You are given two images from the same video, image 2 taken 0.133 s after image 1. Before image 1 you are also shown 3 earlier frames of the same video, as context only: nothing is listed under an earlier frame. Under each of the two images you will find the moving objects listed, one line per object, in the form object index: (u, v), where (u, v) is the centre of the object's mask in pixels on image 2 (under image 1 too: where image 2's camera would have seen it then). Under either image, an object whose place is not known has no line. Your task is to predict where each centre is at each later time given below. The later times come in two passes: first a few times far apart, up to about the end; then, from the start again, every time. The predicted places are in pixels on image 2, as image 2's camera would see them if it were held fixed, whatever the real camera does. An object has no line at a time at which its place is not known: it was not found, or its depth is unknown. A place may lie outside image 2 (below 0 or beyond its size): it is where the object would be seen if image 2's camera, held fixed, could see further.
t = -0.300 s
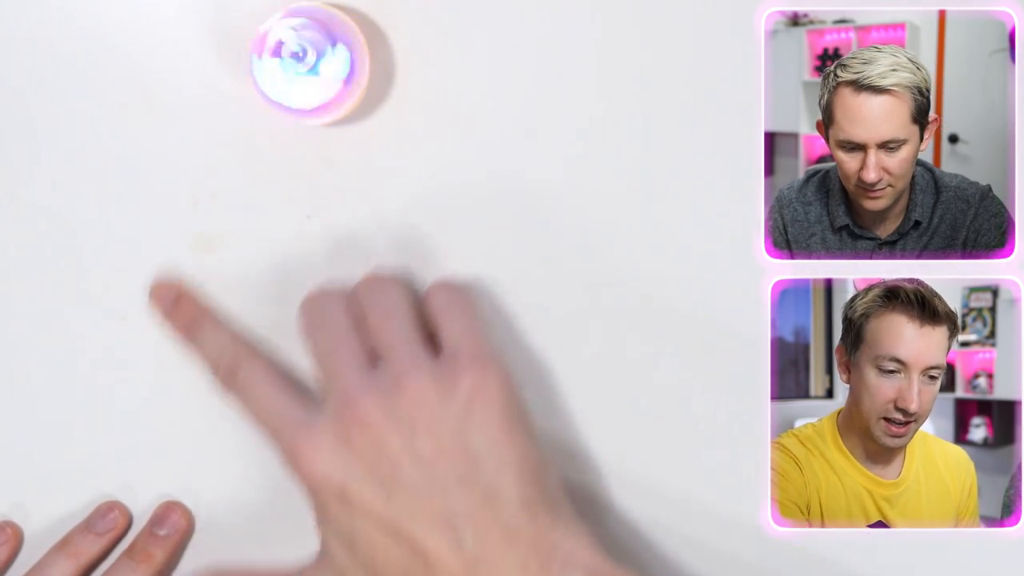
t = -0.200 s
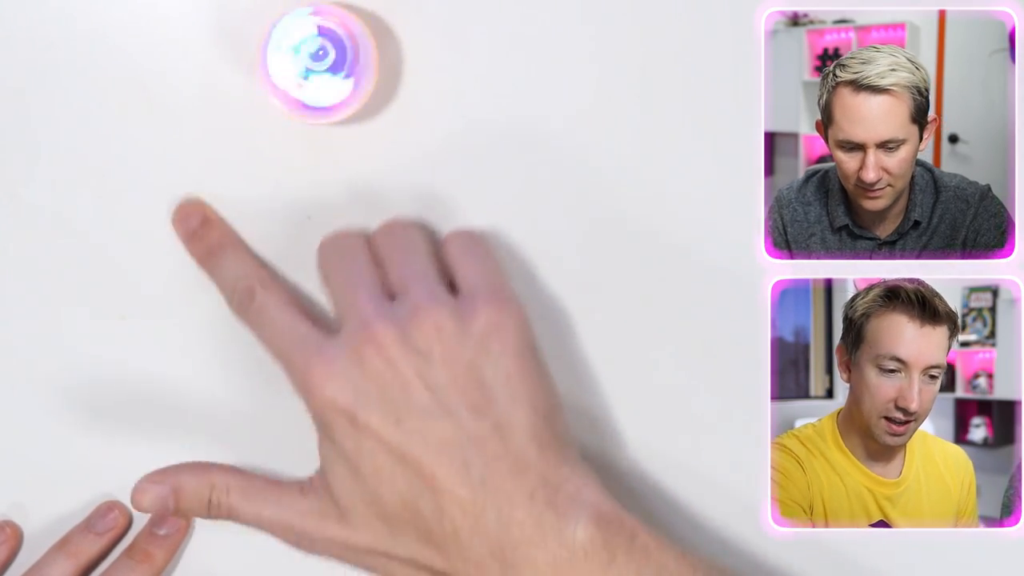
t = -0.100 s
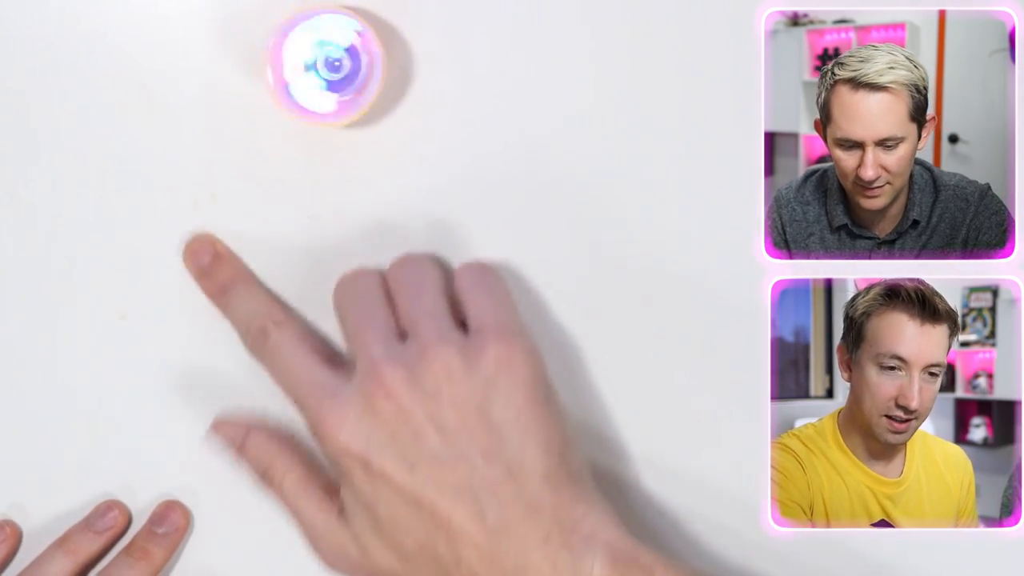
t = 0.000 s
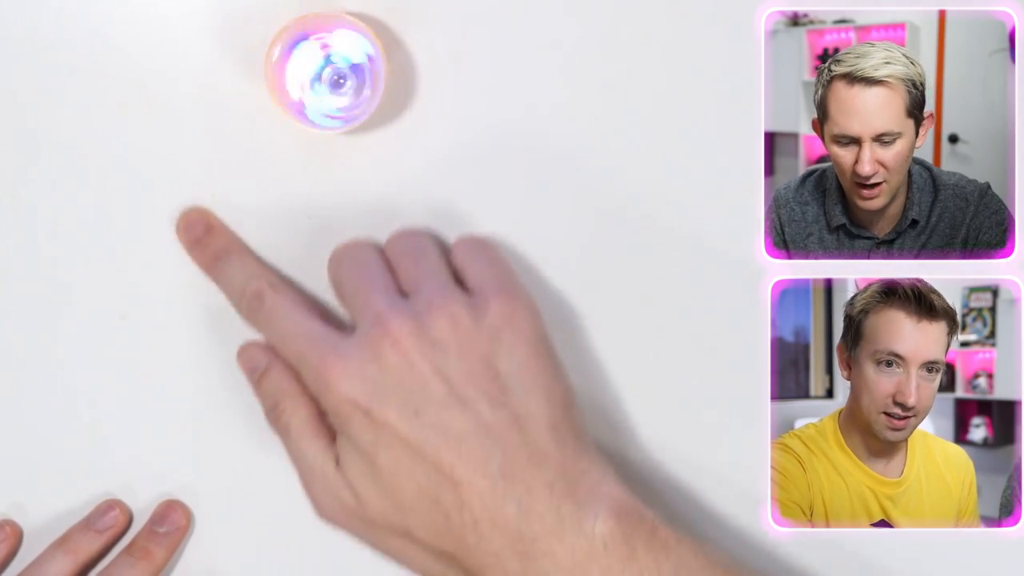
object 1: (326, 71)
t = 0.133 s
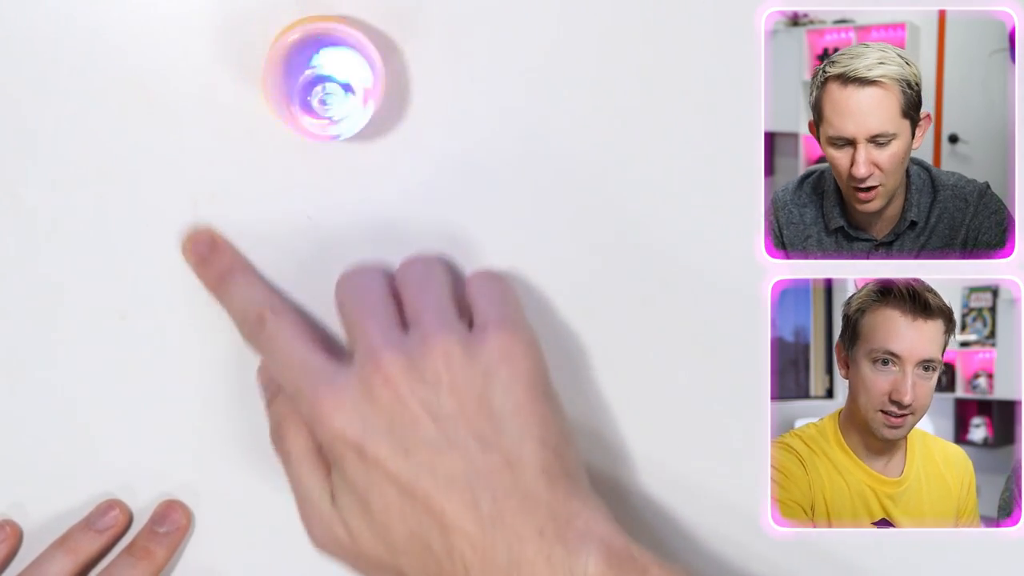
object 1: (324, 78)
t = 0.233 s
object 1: (320, 79)
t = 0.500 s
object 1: (317, 67)
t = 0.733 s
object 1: (333, 65)
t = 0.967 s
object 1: (339, 71)
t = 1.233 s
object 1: (334, 71)
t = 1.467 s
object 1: (338, 61)
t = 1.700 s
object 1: (348, 63)
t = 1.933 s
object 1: (340, 70)
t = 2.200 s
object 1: (335, 59)
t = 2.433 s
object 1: (349, 54)
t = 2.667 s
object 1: (354, 61)
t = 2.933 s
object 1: (342, 60)
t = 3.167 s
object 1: (354, 53)
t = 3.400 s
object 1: (363, 62)
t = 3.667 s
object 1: (351, 69)
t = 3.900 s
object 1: (353, 58)
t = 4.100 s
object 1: (364, 60)
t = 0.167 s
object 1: (323, 79)
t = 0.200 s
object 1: (321, 80)
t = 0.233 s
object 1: (320, 79)
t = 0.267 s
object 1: (318, 79)
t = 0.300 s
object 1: (317, 78)
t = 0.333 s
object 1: (315, 77)
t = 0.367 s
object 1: (315, 76)
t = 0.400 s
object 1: (314, 74)
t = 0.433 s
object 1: (315, 71)
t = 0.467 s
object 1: (315, 69)
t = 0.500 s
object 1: (317, 67)
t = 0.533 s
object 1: (319, 65)
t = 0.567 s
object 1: (321, 64)
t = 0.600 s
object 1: (324, 63)
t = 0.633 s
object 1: (327, 62)
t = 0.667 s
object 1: (329, 63)
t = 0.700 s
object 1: (331, 65)
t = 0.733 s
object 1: (333, 65)
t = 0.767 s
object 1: (334, 66)
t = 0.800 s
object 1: (336, 67)
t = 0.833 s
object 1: (337, 67)
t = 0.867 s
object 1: (338, 69)
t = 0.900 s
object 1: (339, 70)
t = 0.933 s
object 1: (340, 70)
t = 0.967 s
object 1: (339, 71)
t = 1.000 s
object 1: (338, 72)
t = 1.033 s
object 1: (337, 74)
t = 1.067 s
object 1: (337, 74)
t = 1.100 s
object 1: (336, 74)
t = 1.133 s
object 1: (336, 74)
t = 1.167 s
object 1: (335, 74)
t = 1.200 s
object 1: (335, 72)
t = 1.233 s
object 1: (334, 71)
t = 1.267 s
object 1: (334, 70)
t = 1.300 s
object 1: (334, 68)
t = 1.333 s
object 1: (335, 67)
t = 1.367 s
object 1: (335, 65)
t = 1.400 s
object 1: (336, 63)
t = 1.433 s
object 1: (336, 62)
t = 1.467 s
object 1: (338, 61)
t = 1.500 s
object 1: (340, 60)
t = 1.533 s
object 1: (340, 59)
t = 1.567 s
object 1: (342, 59)
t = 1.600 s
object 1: (344, 59)
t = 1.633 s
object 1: (346, 60)
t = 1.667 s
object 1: (347, 61)
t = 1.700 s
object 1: (348, 63)
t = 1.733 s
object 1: (348, 64)
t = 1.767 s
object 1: (348, 65)
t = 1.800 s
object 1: (348, 67)
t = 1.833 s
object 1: (346, 68)
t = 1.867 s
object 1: (344, 69)
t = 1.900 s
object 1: (342, 69)
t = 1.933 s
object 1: (340, 70)
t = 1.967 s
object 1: (339, 69)
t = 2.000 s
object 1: (337, 68)
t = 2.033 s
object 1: (336, 67)
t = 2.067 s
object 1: (334, 65)
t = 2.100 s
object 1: (334, 64)
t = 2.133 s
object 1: (333, 63)
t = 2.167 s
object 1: (334, 61)
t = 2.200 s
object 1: (335, 59)
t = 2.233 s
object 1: (337, 57)
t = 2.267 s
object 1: (339, 55)
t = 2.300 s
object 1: (341, 55)
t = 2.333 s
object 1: (344, 54)
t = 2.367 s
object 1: (344, 53)
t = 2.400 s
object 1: (347, 53)
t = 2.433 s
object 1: (349, 54)
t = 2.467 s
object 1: (351, 54)
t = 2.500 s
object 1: (352, 55)
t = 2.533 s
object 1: (354, 55)
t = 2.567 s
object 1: (355, 56)
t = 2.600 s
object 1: (355, 58)
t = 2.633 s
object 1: (355, 60)
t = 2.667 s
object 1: (354, 61)
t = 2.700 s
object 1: (352, 63)
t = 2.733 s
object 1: (350, 64)
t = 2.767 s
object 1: (348, 64)
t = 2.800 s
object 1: (347, 64)
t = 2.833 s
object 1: (345, 64)
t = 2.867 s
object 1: (344, 62)
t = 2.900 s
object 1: (342, 61)
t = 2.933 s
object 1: (342, 60)
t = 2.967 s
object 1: (340, 59)
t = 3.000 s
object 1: (342, 57)
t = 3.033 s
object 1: (343, 56)
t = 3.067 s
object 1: (346, 54)
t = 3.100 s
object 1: (348, 53)
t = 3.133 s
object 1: (352, 53)
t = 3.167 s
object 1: (354, 53)
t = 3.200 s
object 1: (355, 54)
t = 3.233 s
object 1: (358, 55)
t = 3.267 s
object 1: (361, 56)
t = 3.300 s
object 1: (362, 57)
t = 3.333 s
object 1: (363, 60)
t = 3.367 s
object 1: (363, 61)
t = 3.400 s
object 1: (363, 62)
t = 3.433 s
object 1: (363, 64)
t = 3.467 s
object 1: (361, 67)
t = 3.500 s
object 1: (360, 68)
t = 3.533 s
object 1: (358, 69)
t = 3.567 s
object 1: (357, 70)
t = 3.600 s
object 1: (356, 70)
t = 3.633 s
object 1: (353, 70)
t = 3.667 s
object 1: (351, 69)
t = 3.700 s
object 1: (349, 67)
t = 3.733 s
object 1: (349, 67)
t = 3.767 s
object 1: (348, 65)
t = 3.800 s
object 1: (348, 63)
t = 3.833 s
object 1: (349, 61)
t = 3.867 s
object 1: (351, 59)
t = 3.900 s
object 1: (353, 58)
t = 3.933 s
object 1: (355, 57)
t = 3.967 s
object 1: (358, 57)
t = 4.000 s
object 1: (360, 58)
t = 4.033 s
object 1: (361, 58)
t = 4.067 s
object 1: (363, 59)
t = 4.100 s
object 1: (364, 60)
